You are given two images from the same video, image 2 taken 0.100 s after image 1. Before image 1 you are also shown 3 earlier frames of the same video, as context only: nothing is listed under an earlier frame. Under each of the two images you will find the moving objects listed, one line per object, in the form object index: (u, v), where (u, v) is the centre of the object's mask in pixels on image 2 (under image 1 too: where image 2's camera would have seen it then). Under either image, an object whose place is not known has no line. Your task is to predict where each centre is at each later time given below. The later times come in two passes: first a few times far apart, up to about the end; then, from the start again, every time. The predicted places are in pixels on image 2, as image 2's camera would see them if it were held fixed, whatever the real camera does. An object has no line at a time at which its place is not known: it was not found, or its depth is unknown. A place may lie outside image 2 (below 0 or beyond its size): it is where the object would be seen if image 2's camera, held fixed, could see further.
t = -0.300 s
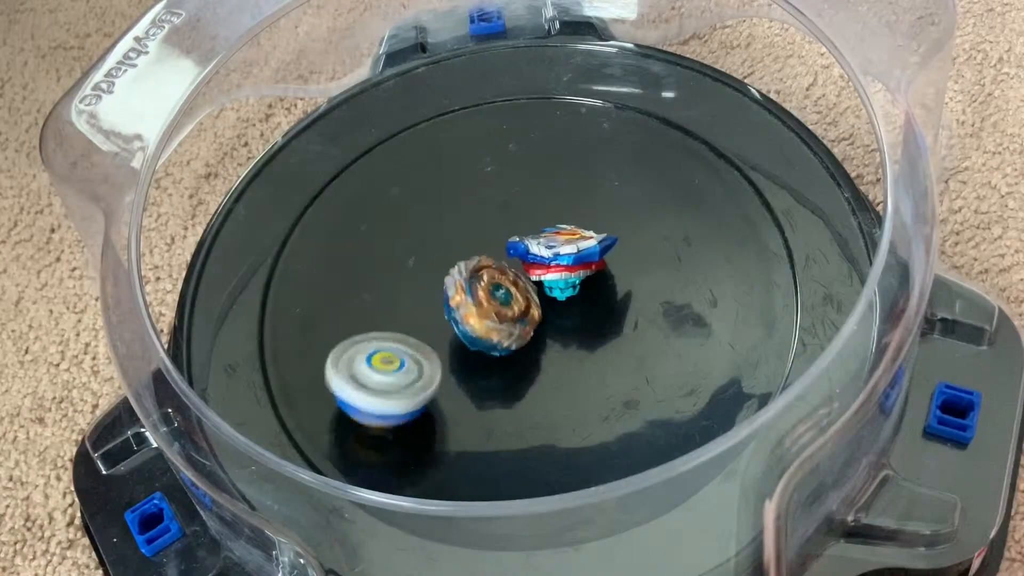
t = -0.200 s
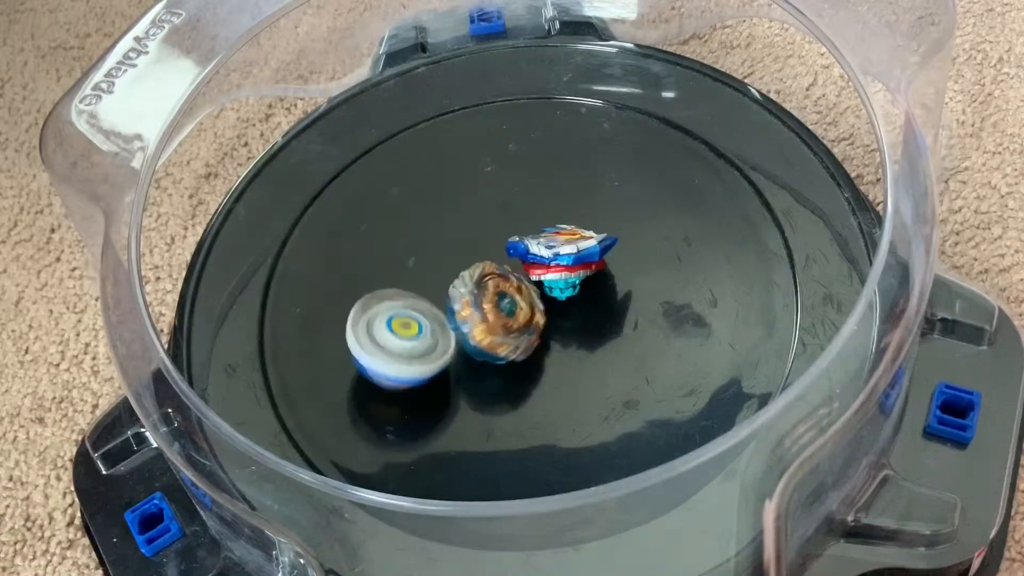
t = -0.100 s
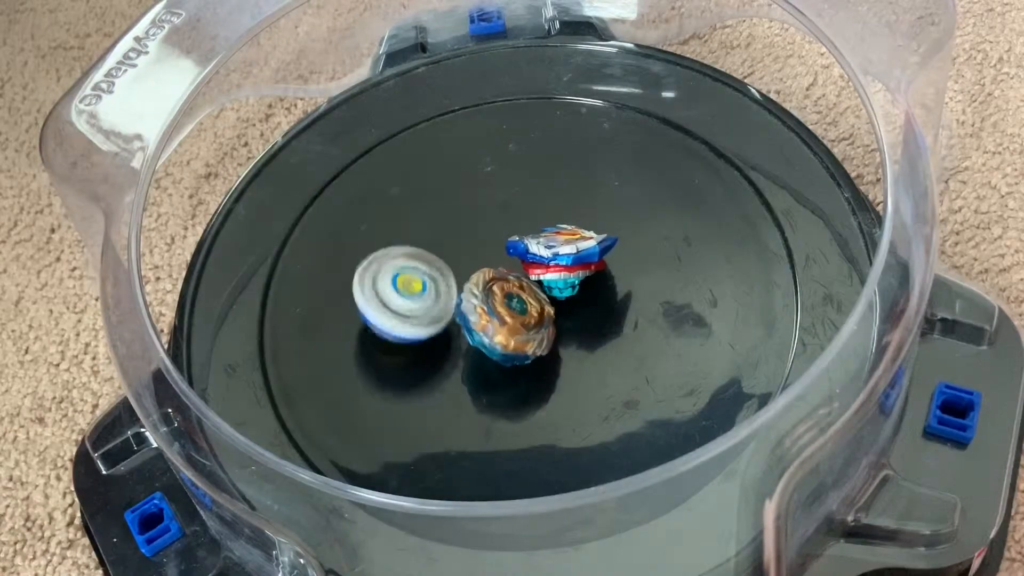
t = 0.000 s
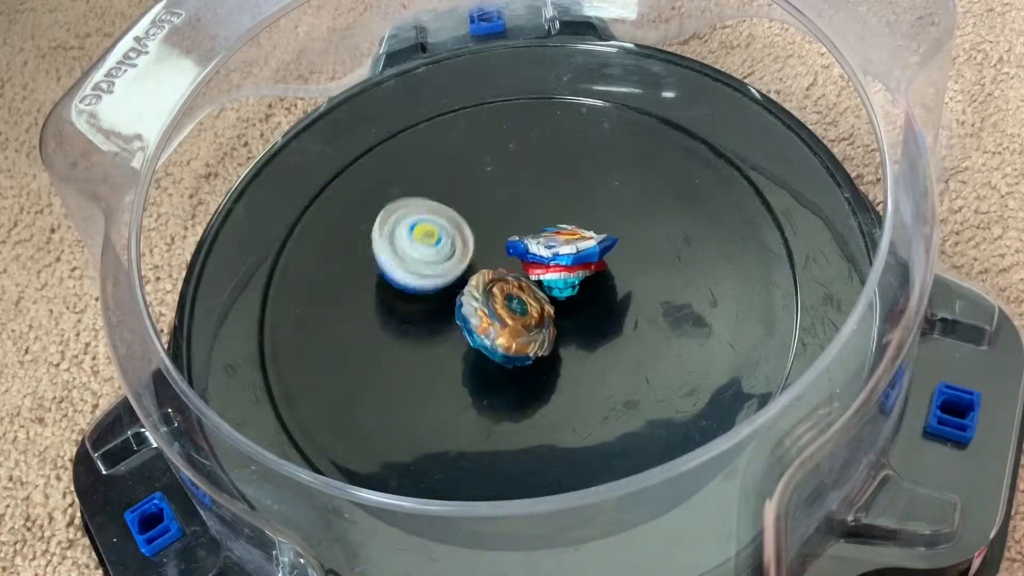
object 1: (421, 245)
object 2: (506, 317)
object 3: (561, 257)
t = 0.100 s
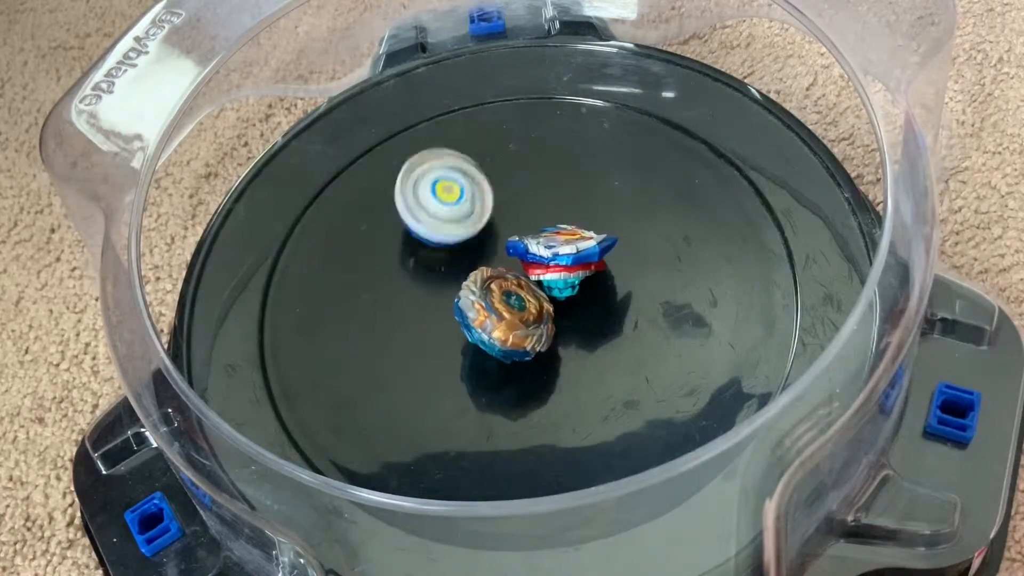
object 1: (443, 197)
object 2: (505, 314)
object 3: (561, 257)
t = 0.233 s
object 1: (477, 158)
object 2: (505, 314)
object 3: (561, 257)
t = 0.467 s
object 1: (538, 165)
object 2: (505, 314)
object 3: (561, 257)
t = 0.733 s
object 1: (639, 198)
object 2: (501, 323)
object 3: (556, 266)
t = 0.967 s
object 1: (692, 249)
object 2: (501, 323)
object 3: (554, 266)
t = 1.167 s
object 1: (637, 327)
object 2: (501, 323)
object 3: (554, 265)
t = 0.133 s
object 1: (452, 185)
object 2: (504, 314)
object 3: (561, 257)
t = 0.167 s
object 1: (460, 173)
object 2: (504, 314)
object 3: (561, 257)
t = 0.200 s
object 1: (468, 164)
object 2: (504, 314)
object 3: (561, 257)
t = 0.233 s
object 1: (477, 158)
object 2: (505, 314)
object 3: (561, 257)
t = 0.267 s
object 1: (487, 152)
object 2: (505, 314)
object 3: (561, 257)
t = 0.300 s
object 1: (495, 149)
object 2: (505, 314)
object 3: (561, 257)
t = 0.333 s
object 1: (503, 150)
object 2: (505, 314)
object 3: (561, 257)
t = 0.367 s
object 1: (512, 151)
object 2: (505, 314)
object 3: (561, 257)
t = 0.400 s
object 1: (521, 155)
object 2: (505, 314)
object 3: (561, 257)
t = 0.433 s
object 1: (530, 160)
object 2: (505, 314)
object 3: (561, 257)
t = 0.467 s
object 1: (538, 165)
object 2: (505, 314)
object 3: (561, 257)
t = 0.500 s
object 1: (547, 173)
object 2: (505, 314)
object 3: (561, 258)
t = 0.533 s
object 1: (558, 180)
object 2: (505, 315)
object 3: (561, 260)
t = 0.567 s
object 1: (570, 180)
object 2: (503, 317)
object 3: (562, 264)
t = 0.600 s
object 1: (582, 183)
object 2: (503, 318)
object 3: (563, 266)
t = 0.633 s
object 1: (593, 186)
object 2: (504, 318)
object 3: (563, 266)
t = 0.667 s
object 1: (604, 193)
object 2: (504, 319)
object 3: (562, 266)
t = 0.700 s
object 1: (622, 196)
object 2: (502, 322)
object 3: (559, 266)
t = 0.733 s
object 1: (639, 198)
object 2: (501, 323)
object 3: (556, 266)
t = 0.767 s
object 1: (656, 200)
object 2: (501, 323)
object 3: (555, 265)
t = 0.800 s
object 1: (667, 206)
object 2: (501, 323)
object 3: (555, 266)
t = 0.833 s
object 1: (679, 212)
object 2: (501, 323)
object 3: (555, 266)
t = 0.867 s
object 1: (689, 220)
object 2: (501, 323)
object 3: (554, 266)
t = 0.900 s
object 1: (692, 228)
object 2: (501, 323)
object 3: (554, 266)
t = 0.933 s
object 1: (694, 238)
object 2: (501, 323)
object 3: (554, 266)
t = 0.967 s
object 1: (692, 249)
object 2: (501, 323)
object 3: (554, 266)
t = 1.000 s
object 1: (688, 259)
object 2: (501, 323)
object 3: (554, 266)
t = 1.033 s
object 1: (681, 273)
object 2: (501, 323)
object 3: (554, 265)
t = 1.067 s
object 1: (671, 287)
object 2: (501, 323)
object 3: (554, 265)
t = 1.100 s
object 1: (663, 298)
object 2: (501, 323)
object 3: (554, 265)
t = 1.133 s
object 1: (651, 314)
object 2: (501, 323)
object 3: (554, 265)
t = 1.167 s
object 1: (637, 327)
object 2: (501, 323)
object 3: (554, 265)
